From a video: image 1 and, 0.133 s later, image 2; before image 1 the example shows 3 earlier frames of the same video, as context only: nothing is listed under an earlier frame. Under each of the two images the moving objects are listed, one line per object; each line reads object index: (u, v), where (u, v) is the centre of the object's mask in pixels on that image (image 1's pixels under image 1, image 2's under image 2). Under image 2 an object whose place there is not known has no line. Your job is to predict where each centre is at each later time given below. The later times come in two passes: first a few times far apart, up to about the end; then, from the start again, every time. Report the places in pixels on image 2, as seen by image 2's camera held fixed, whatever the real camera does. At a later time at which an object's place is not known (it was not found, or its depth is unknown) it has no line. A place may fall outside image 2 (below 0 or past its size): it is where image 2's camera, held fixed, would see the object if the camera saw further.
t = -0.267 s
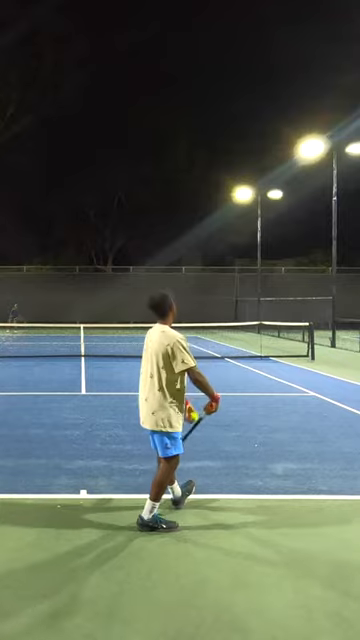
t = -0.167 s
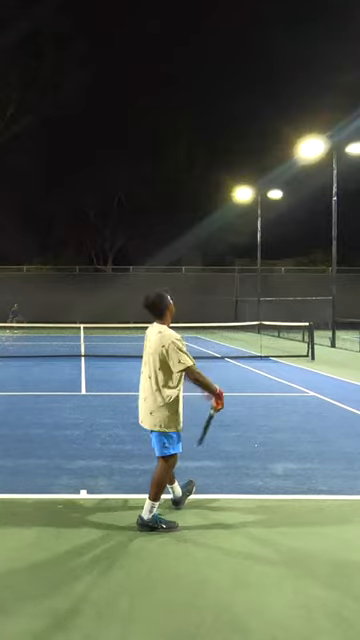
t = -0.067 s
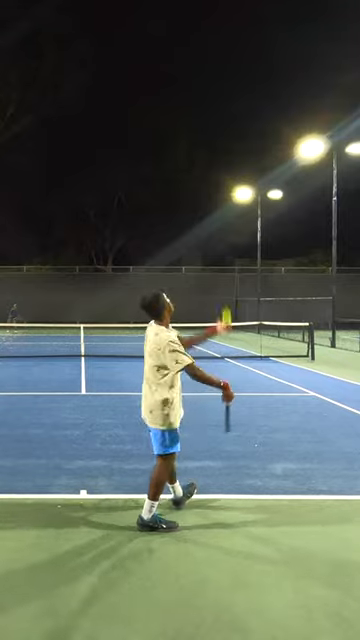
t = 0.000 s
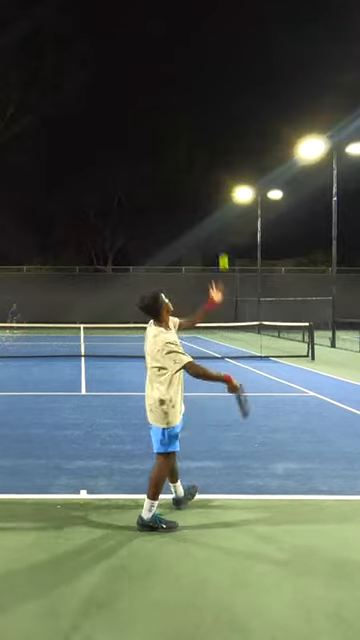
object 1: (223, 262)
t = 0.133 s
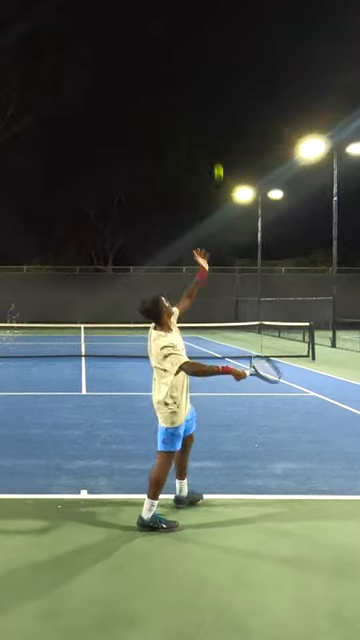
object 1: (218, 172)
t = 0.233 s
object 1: (213, 120)
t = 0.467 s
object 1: (205, 49)
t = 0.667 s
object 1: (198, 43)
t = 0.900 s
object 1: (190, 95)
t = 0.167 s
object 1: (216, 153)
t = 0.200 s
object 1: (215, 136)
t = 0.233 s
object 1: (213, 120)
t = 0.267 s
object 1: (212, 105)
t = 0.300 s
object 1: (211, 92)
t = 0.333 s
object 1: (210, 80)
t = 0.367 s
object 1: (209, 71)
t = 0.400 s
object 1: (207, 62)
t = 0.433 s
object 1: (206, 55)
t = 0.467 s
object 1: (205, 49)
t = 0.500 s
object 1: (204, 45)
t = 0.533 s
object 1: (203, 41)
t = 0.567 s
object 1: (201, 40)
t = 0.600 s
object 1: (200, 40)
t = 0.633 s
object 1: (199, 41)
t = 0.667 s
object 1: (198, 43)
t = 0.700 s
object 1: (197, 47)
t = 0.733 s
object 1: (196, 51)
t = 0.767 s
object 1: (194, 58)
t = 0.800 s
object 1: (193, 65)
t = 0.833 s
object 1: (192, 74)
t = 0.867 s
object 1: (191, 83)
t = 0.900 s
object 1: (190, 95)
